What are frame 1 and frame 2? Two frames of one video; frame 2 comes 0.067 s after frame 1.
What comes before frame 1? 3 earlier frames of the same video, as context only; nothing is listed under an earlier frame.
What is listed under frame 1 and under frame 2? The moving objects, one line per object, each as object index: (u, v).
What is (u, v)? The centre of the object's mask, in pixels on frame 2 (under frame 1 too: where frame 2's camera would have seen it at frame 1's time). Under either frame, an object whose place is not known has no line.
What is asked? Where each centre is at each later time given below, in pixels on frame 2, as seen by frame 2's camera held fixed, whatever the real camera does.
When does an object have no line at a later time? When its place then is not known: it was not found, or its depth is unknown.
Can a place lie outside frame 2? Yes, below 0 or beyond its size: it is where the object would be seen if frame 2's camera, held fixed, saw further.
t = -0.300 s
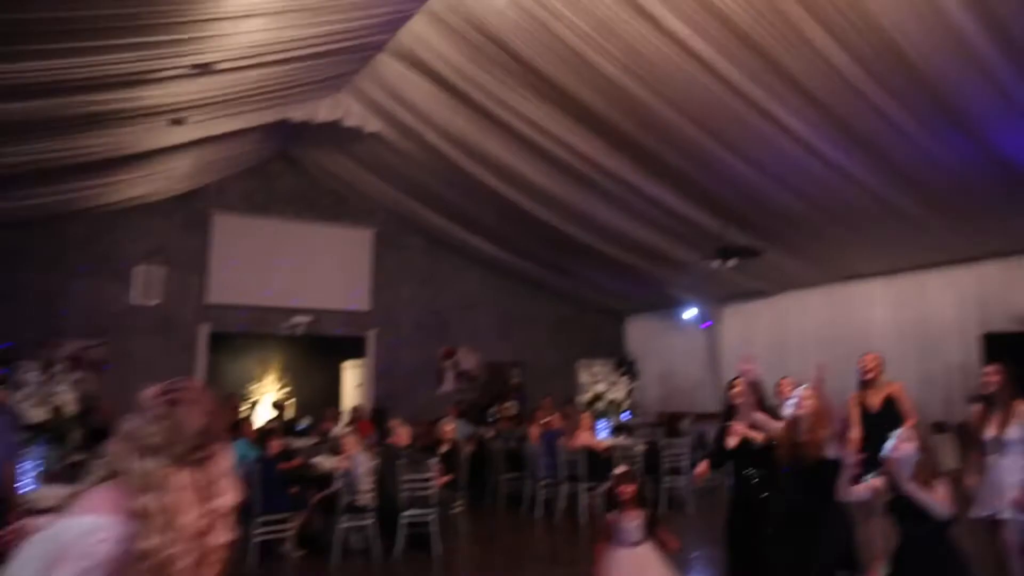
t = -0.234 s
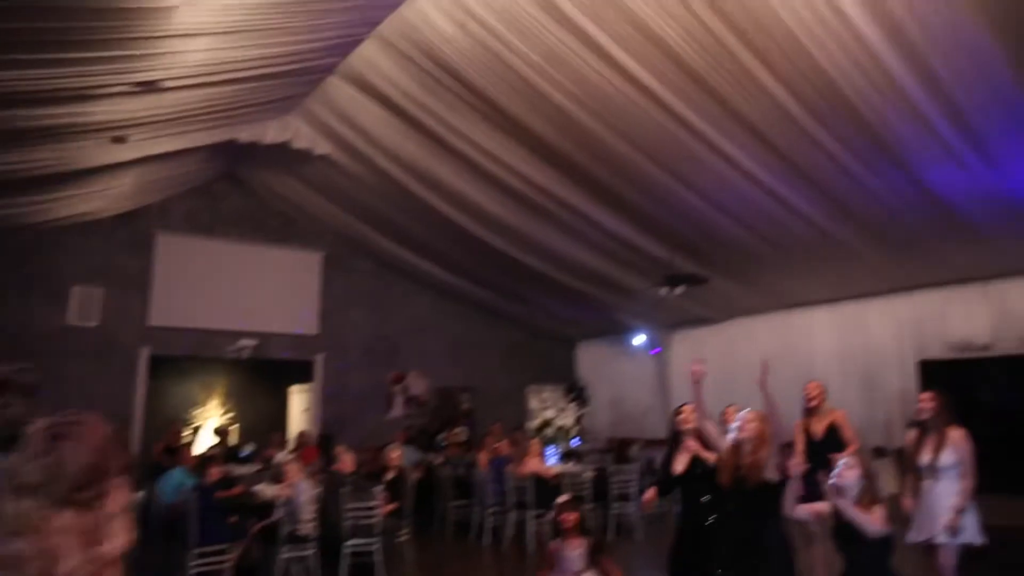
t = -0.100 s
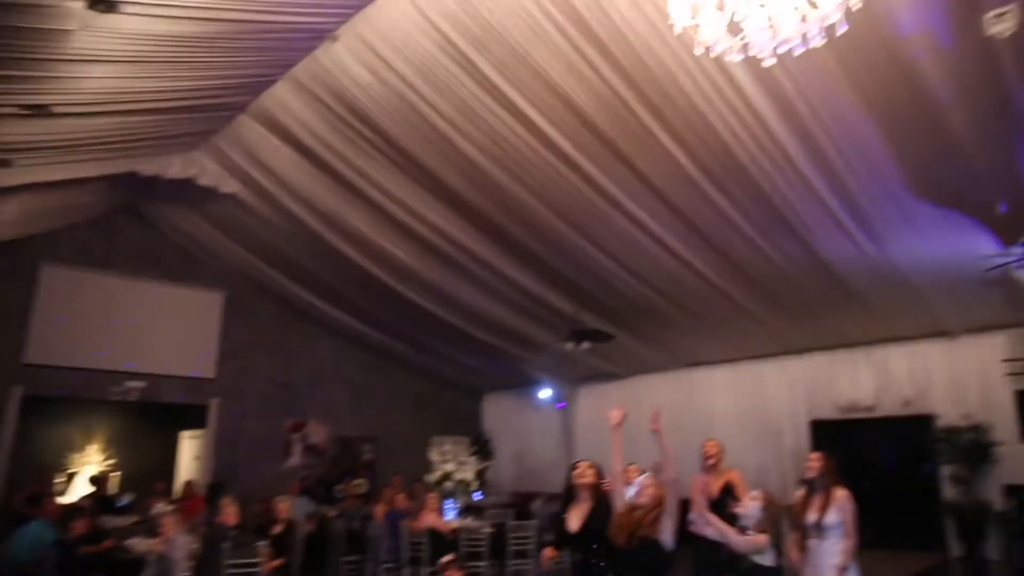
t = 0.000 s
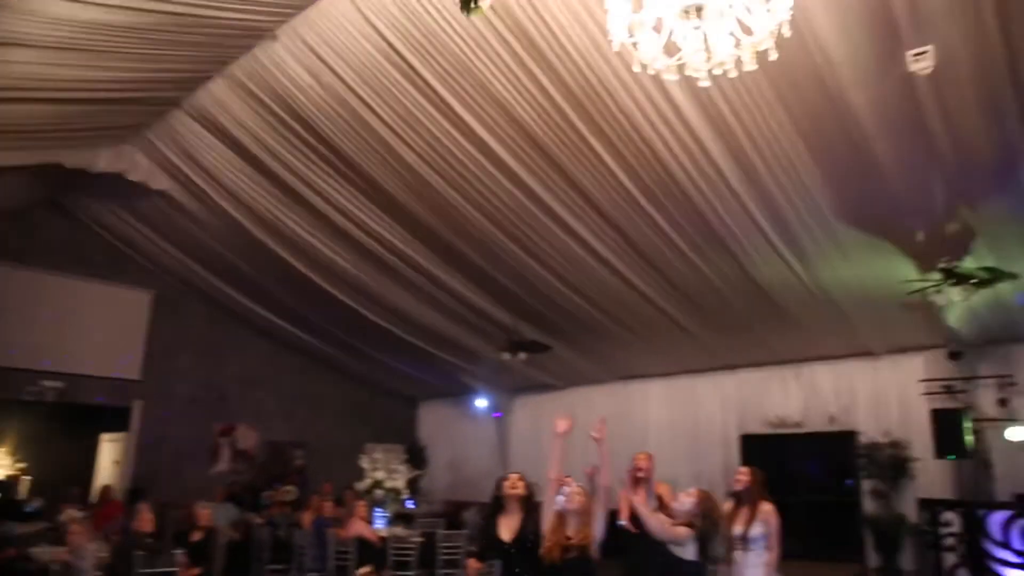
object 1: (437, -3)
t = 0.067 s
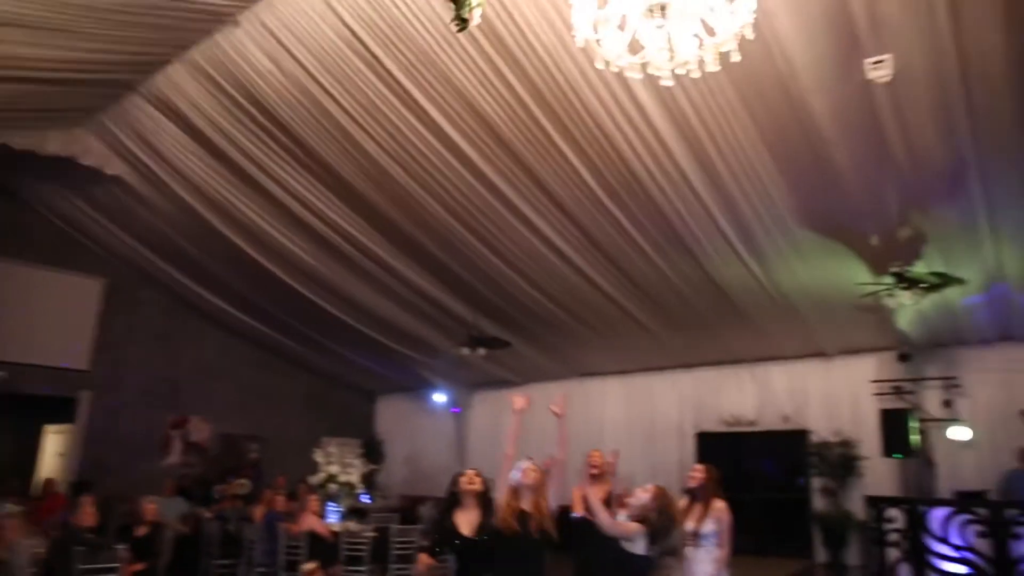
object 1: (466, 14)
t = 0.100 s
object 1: (480, 23)
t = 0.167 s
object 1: (502, 54)
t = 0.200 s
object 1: (511, 69)
